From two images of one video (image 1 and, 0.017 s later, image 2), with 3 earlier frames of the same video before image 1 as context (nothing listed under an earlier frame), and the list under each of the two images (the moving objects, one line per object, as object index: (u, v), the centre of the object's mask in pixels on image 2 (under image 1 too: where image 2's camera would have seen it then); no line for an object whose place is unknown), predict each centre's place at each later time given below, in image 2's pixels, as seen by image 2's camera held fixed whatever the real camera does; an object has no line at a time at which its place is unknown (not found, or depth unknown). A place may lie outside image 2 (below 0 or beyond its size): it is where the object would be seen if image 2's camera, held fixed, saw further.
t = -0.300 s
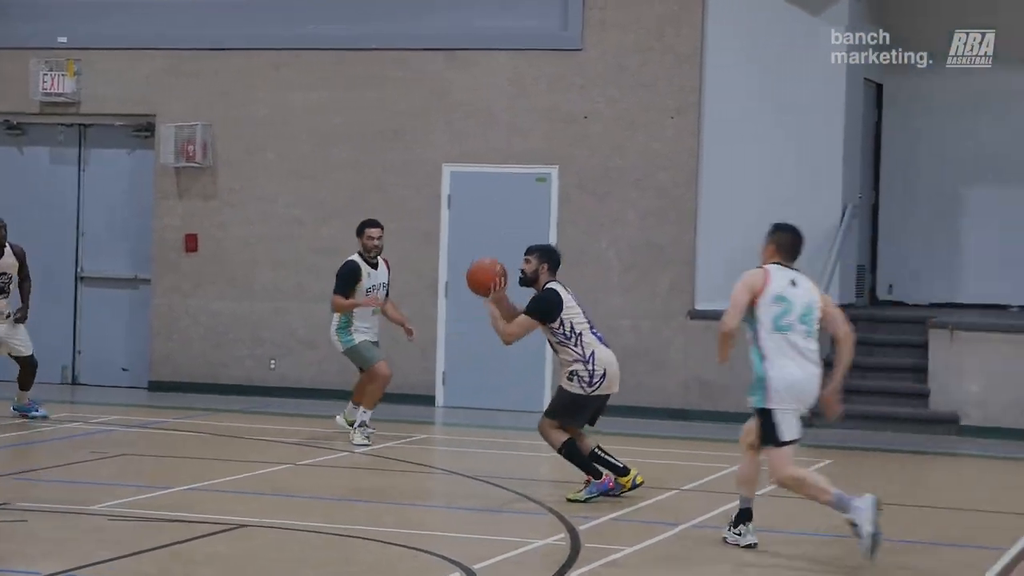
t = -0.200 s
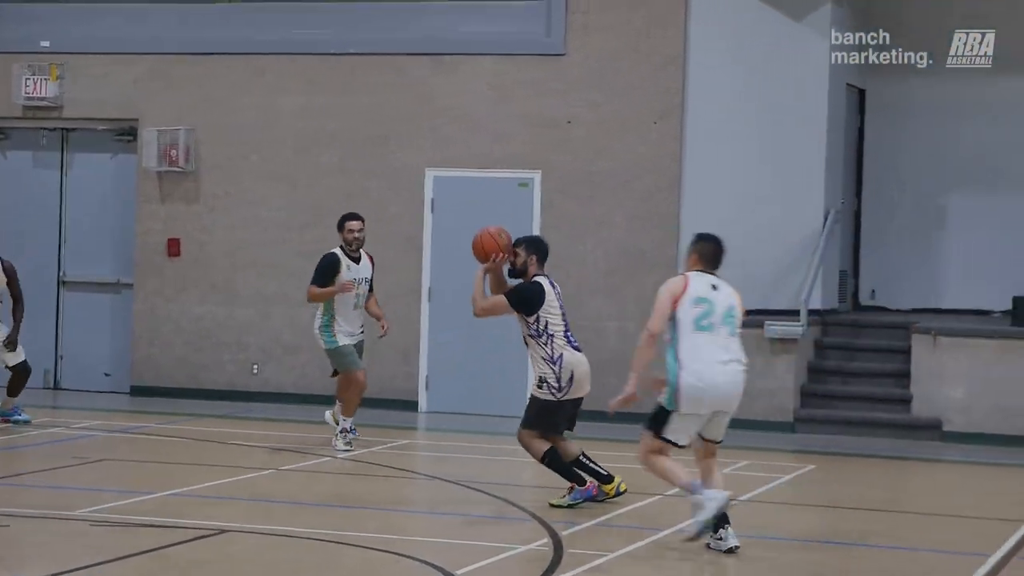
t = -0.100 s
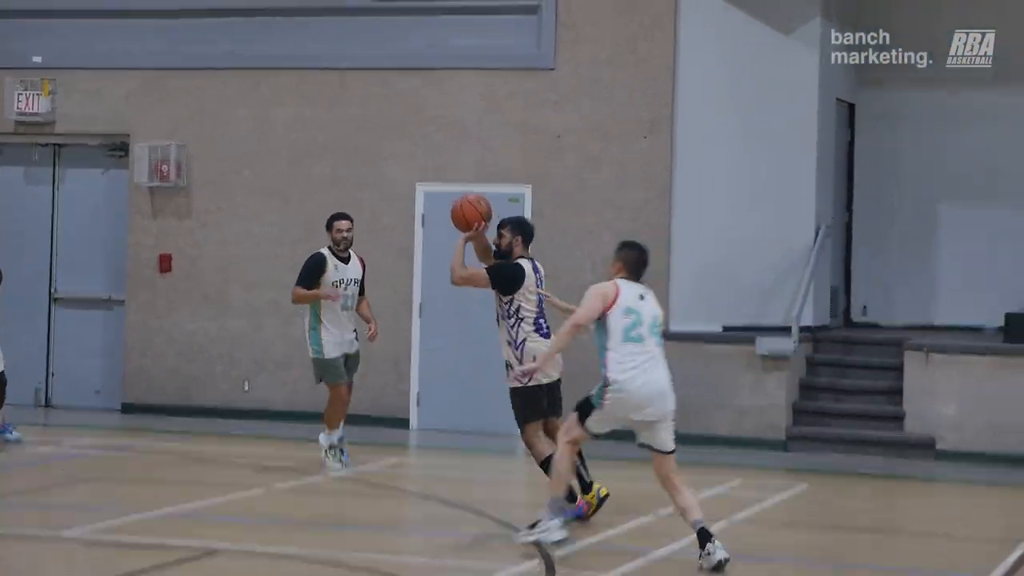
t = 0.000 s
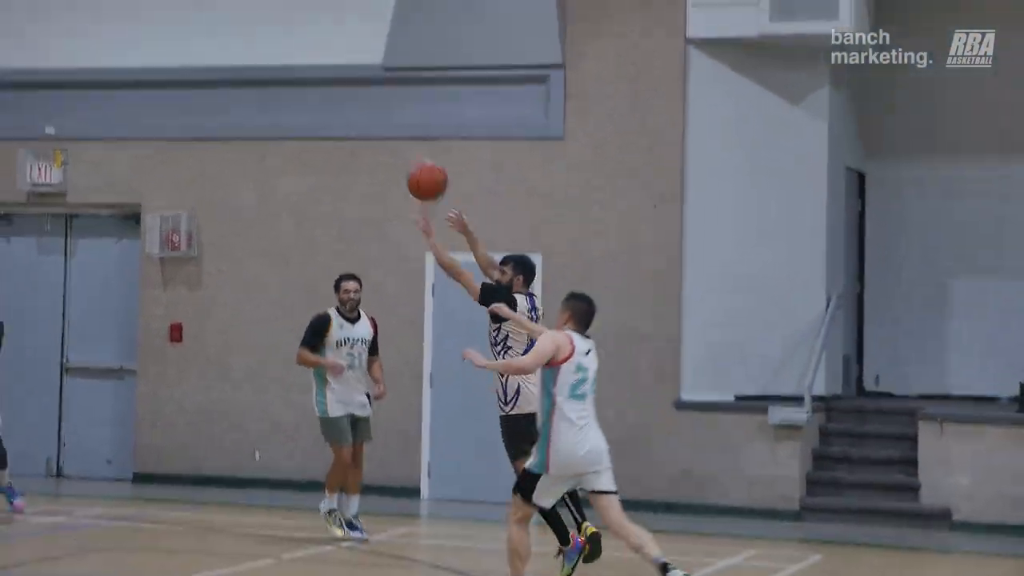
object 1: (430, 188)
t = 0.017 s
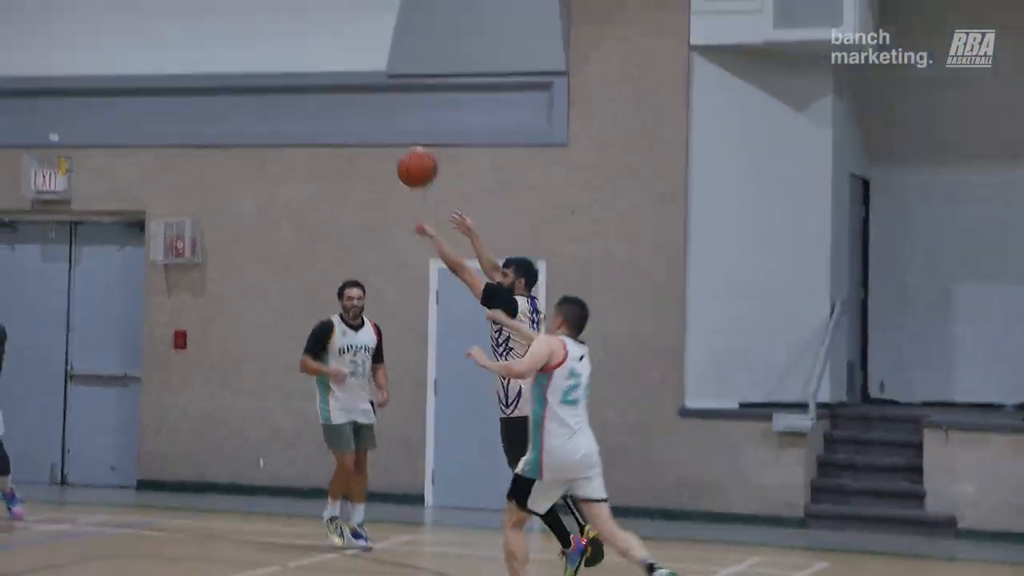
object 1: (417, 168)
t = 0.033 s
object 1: (404, 148)
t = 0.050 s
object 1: (393, 130)
